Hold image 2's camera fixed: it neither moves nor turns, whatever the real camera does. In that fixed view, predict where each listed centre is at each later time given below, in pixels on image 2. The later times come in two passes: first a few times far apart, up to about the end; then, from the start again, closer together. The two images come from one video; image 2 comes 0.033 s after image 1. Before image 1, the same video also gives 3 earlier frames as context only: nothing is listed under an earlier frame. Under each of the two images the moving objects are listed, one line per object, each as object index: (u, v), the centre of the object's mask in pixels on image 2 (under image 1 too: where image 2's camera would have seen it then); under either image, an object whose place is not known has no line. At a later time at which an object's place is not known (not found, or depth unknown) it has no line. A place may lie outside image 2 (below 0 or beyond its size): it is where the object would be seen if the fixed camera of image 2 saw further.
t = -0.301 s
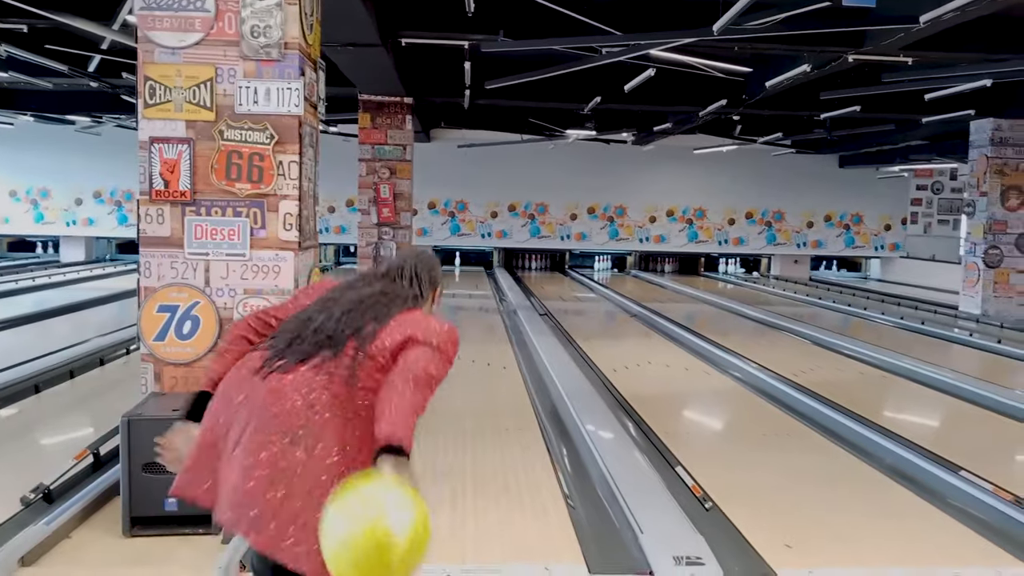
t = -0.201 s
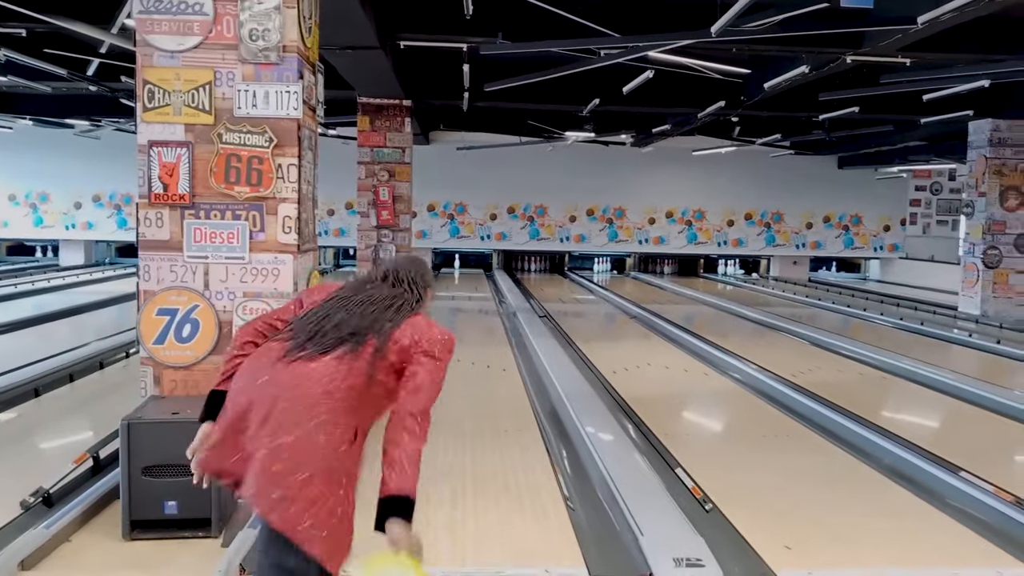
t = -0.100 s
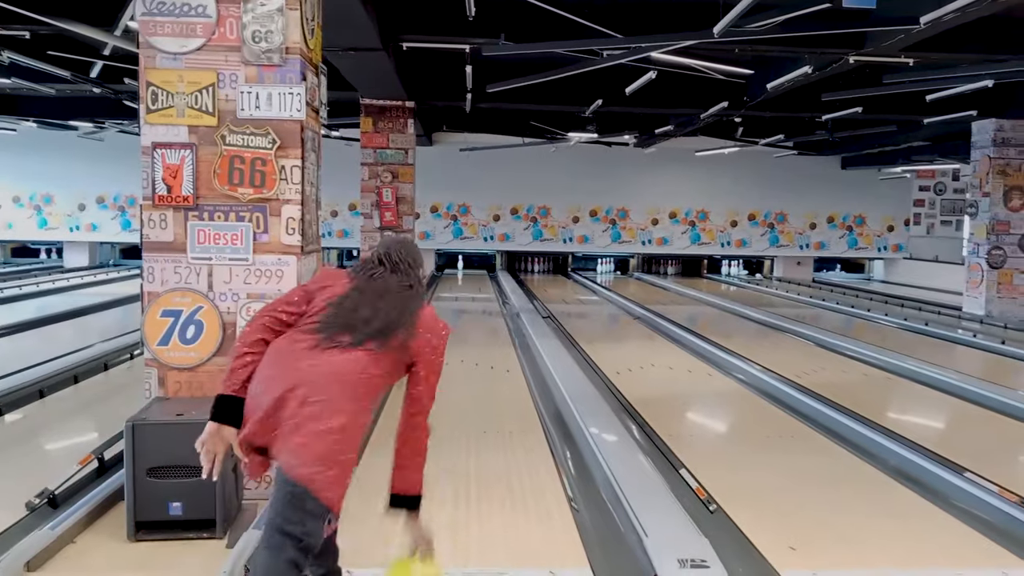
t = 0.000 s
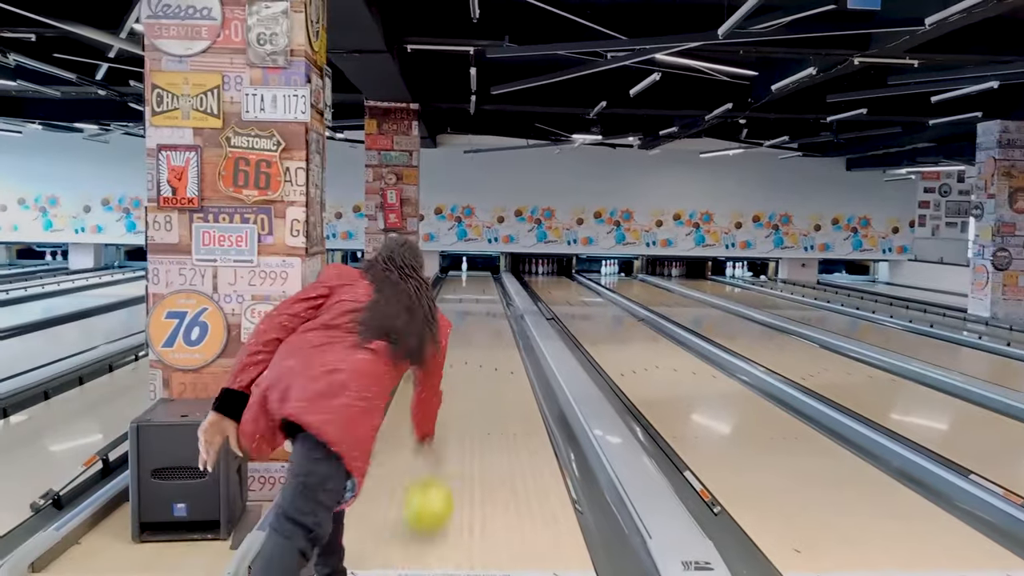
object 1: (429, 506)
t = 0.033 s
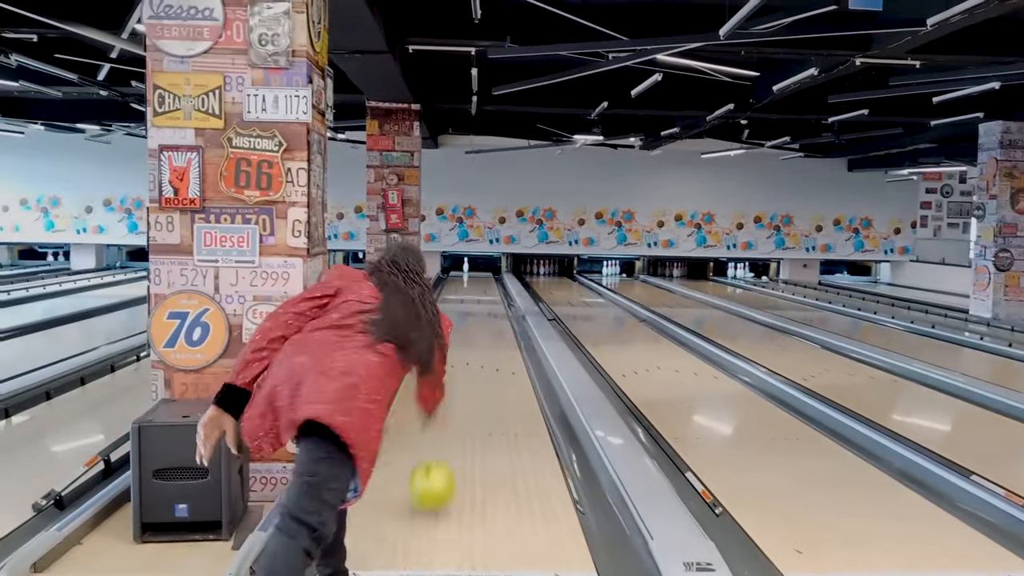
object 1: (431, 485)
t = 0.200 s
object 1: (440, 423)
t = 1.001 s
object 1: (450, 314)
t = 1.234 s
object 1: (446, 301)
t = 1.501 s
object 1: (445, 293)
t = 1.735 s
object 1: (445, 287)
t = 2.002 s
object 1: (445, 282)
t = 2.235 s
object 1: (443, 277)
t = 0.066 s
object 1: (433, 471)
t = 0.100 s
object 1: (435, 459)
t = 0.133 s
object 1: (437, 447)
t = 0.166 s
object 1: (438, 434)
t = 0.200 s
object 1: (440, 423)
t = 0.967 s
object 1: (451, 314)
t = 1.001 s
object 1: (450, 314)
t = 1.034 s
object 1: (449, 312)
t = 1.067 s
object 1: (448, 311)
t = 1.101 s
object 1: (447, 310)
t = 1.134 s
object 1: (446, 307)
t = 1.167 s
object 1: (445, 307)
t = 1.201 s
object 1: (446, 304)
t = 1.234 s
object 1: (446, 301)
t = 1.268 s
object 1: (446, 300)
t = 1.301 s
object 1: (446, 300)
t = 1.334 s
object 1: (446, 298)
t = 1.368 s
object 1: (446, 297)
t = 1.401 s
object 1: (446, 296)
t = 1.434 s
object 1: (445, 295)
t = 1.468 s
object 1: (445, 294)
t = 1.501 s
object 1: (445, 293)
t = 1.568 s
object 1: (445, 292)
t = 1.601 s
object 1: (445, 291)
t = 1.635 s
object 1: (445, 290)
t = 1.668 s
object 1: (445, 289)
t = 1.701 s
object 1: (445, 288)
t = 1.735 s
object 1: (445, 287)
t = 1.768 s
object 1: (445, 286)
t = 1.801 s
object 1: (445, 285)
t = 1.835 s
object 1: (445, 285)
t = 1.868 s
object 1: (445, 284)
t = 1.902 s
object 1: (445, 283)
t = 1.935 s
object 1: (445, 283)
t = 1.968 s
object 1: (445, 282)
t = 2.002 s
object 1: (445, 282)
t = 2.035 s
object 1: (444, 280)
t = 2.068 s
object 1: (444, 280)
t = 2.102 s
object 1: (444, 280)
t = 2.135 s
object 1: (444, 279)
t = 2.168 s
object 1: (443, 278)
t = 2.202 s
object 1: (443, 278)
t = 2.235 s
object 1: (443, 277)
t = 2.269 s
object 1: (443, 277)
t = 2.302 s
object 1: (443, 276)
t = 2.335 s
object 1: (443, 277)
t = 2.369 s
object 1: (441, 276)
